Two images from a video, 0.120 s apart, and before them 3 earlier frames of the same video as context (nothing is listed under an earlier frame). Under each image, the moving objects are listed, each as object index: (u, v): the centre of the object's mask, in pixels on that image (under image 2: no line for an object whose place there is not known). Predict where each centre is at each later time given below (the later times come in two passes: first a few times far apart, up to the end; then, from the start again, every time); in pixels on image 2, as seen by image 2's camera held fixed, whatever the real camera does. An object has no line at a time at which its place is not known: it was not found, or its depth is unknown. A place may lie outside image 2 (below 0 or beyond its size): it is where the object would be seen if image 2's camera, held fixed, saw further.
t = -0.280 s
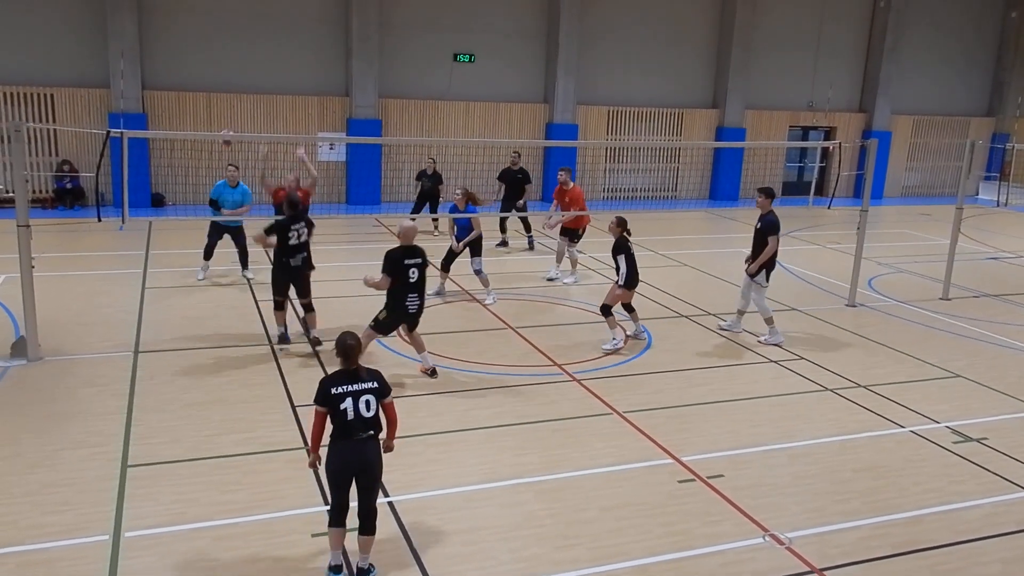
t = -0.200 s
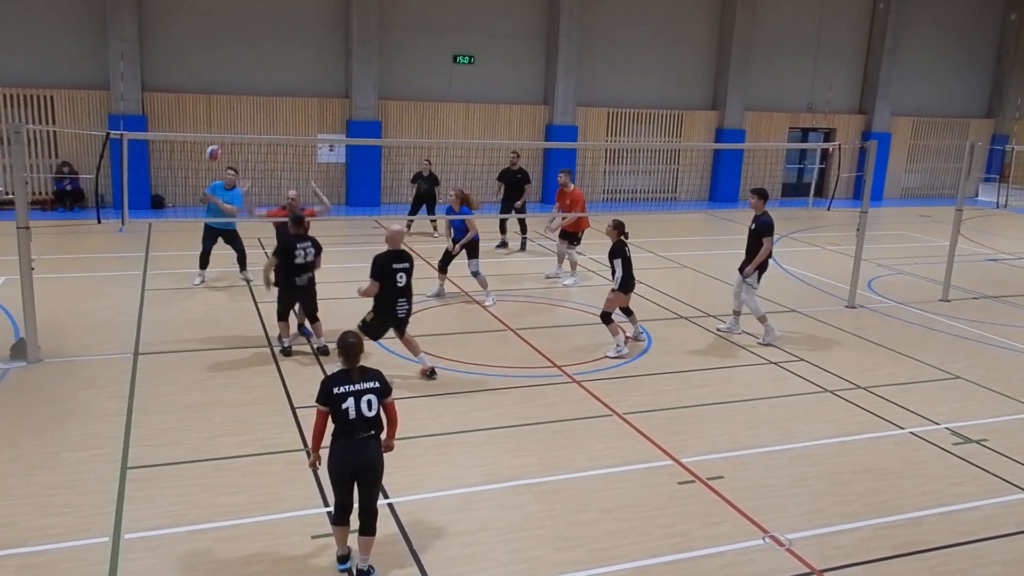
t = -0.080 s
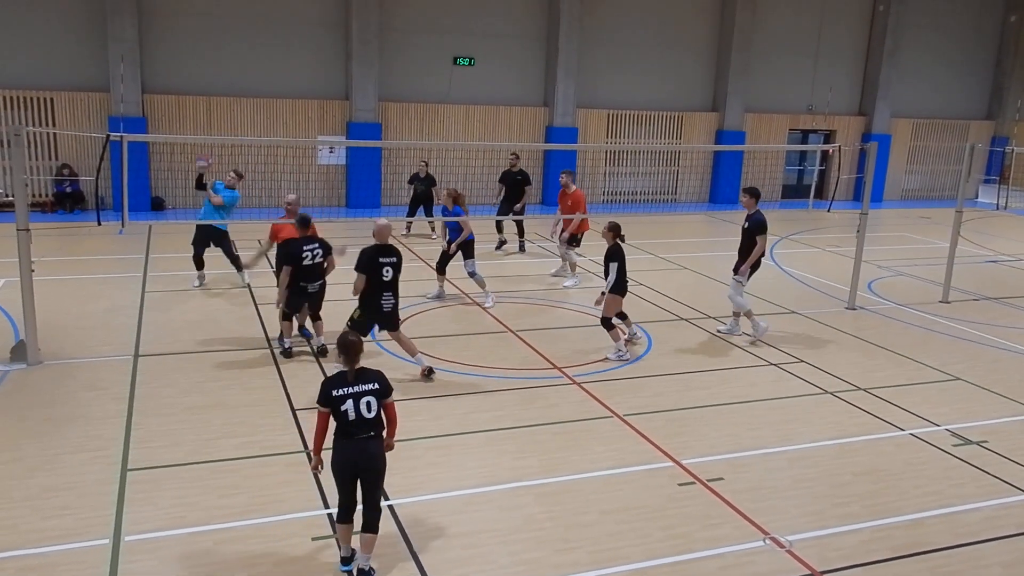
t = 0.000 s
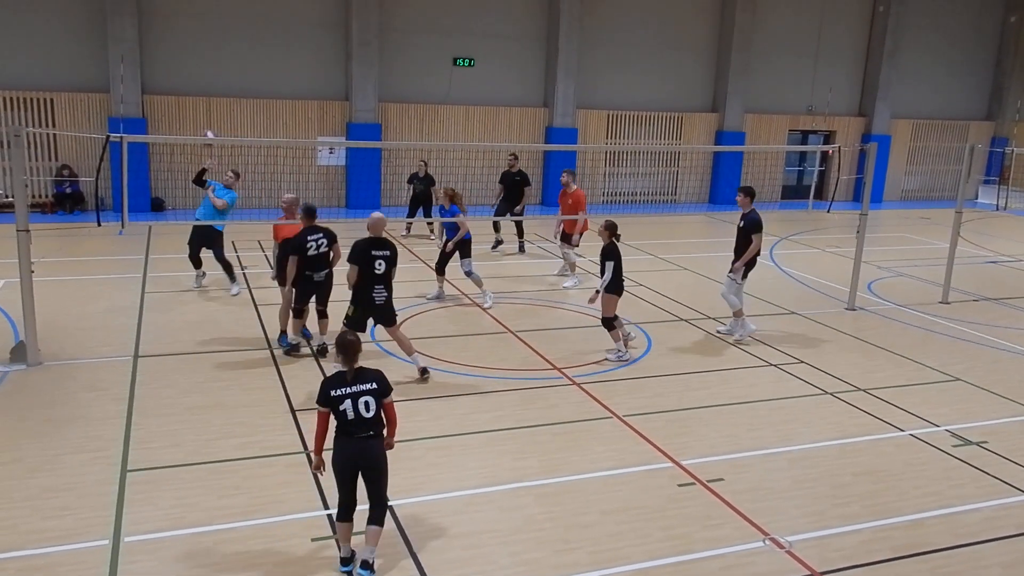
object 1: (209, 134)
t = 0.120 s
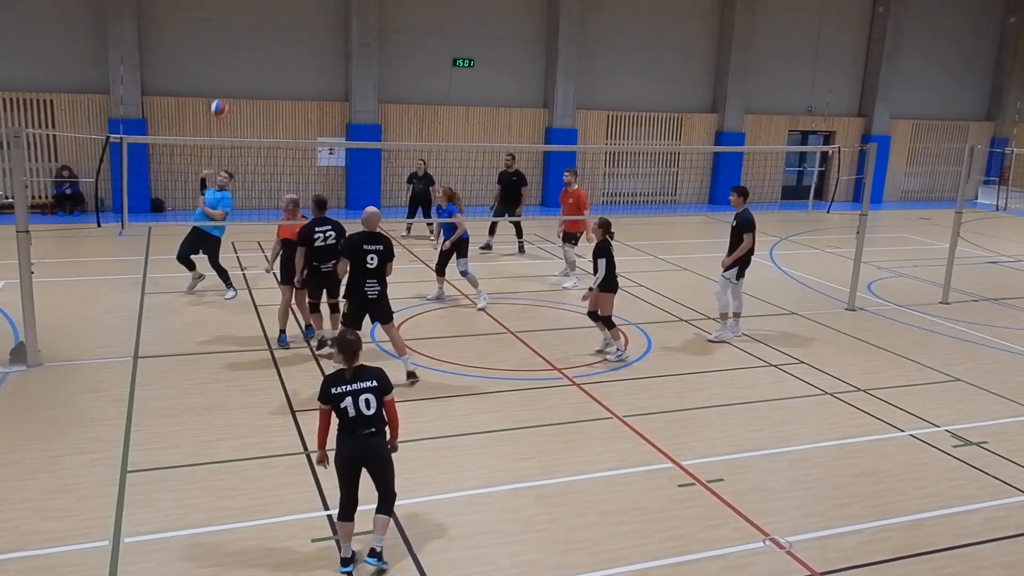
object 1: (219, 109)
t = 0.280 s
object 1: (237, 80)
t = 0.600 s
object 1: (290, 94)
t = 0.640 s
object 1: (299, 106)
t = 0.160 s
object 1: (222, 100)
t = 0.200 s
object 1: (228, 92)
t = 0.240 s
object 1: (232, 85)
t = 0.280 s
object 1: (237, 80)
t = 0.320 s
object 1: (243, 76)
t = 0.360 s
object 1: (249, 73)
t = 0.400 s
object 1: (254, 71)
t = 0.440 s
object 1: (261, 72)
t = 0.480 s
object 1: (268, 75)
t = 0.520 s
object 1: (275, 79)
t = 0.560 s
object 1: (283, 86)
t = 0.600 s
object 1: (290, 94)
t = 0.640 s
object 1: (299, 106)
